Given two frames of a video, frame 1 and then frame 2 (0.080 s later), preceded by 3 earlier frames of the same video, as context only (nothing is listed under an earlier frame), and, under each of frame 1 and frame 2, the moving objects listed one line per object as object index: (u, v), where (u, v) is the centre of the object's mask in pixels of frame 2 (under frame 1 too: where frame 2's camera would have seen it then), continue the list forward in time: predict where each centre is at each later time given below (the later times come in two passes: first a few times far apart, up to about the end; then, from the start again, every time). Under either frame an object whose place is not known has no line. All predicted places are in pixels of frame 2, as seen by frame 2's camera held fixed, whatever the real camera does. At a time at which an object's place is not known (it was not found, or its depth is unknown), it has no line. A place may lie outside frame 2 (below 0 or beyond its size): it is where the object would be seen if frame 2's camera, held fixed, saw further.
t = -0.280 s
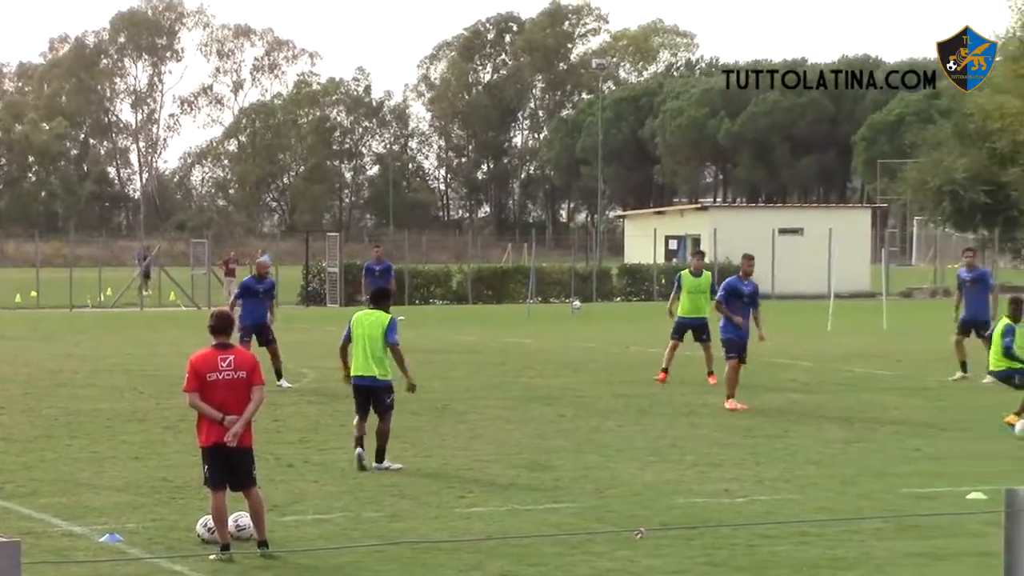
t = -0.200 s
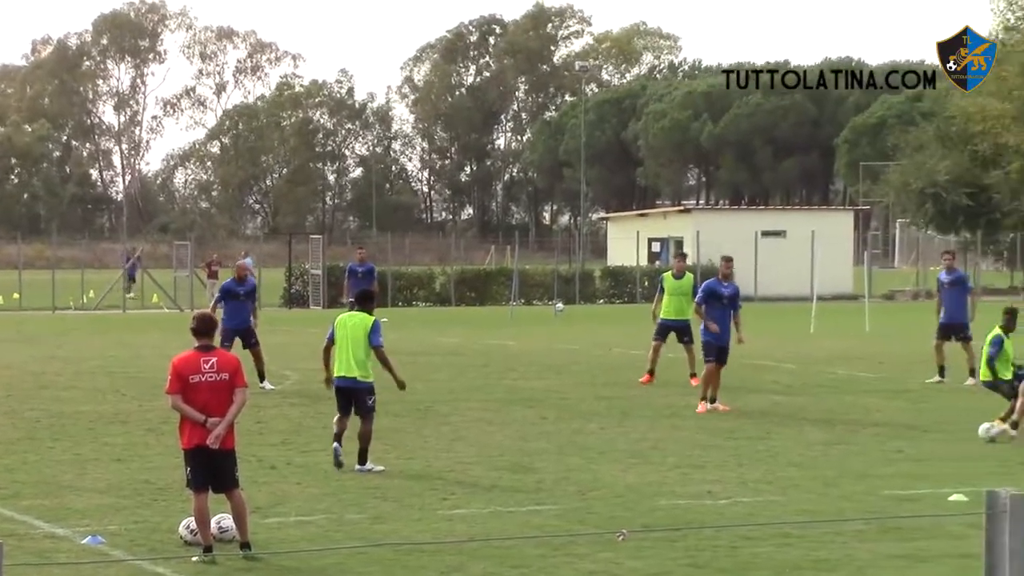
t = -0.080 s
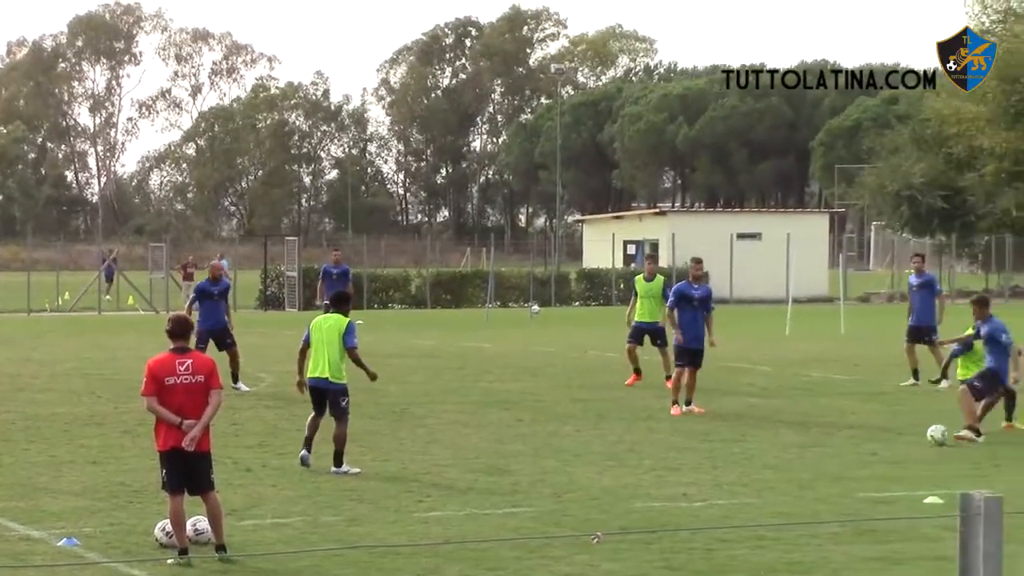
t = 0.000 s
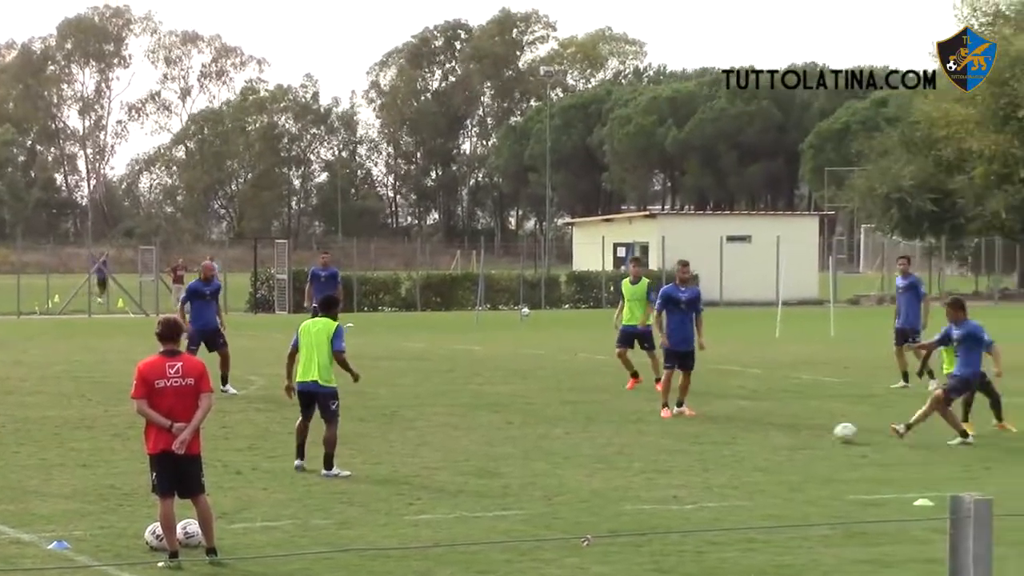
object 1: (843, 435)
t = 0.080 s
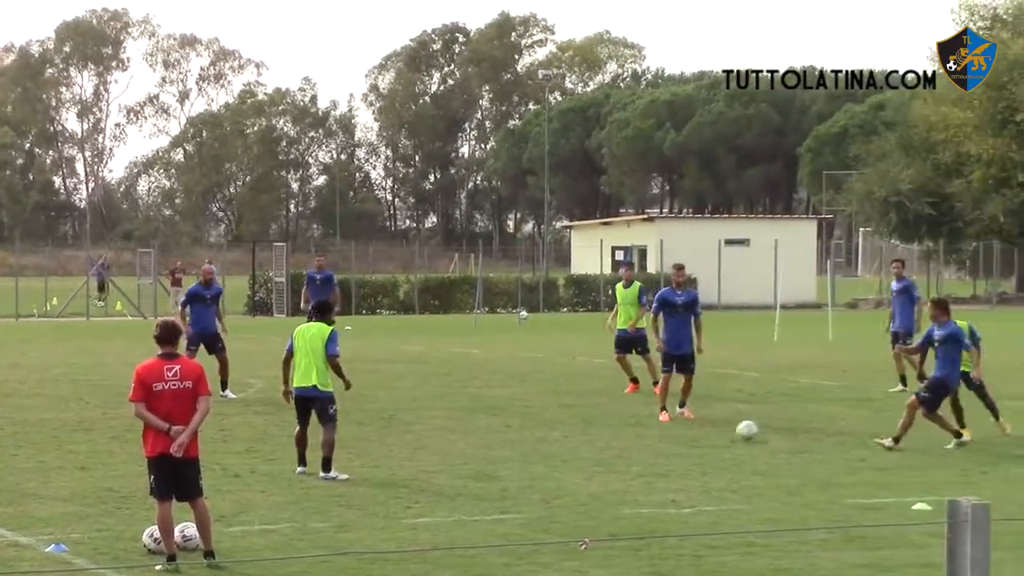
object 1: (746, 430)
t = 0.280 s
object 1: (540, 417)
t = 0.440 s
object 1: (406, 412)
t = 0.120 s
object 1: (701, 426)
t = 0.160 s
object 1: (658, 425)
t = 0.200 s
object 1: (616, 424)
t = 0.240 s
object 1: (577, 421)
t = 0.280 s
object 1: (540, 417)
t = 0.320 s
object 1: (504, 416)
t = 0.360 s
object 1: (470, 415)
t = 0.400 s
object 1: (437, 414)
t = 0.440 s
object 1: (406, 412)
